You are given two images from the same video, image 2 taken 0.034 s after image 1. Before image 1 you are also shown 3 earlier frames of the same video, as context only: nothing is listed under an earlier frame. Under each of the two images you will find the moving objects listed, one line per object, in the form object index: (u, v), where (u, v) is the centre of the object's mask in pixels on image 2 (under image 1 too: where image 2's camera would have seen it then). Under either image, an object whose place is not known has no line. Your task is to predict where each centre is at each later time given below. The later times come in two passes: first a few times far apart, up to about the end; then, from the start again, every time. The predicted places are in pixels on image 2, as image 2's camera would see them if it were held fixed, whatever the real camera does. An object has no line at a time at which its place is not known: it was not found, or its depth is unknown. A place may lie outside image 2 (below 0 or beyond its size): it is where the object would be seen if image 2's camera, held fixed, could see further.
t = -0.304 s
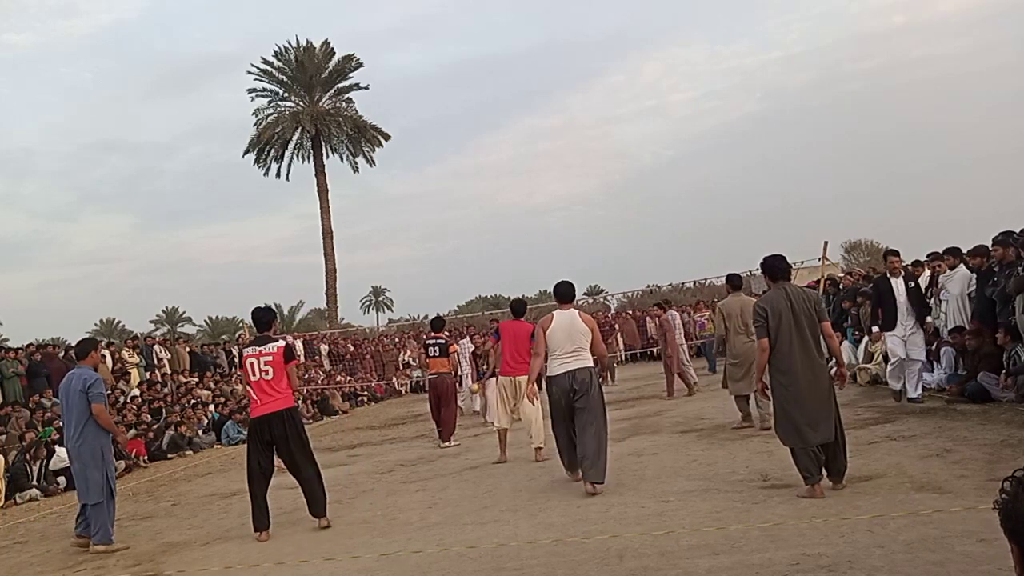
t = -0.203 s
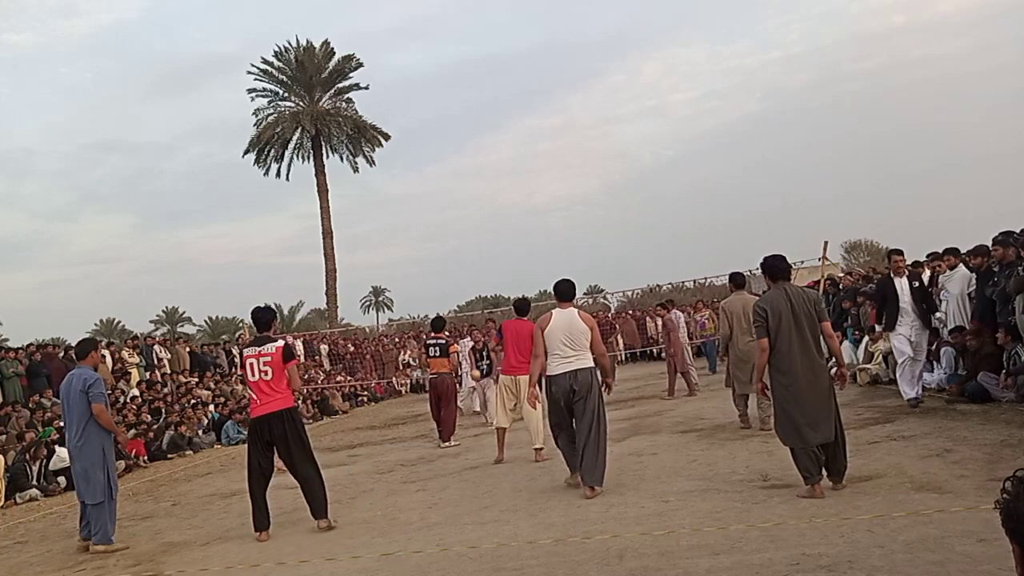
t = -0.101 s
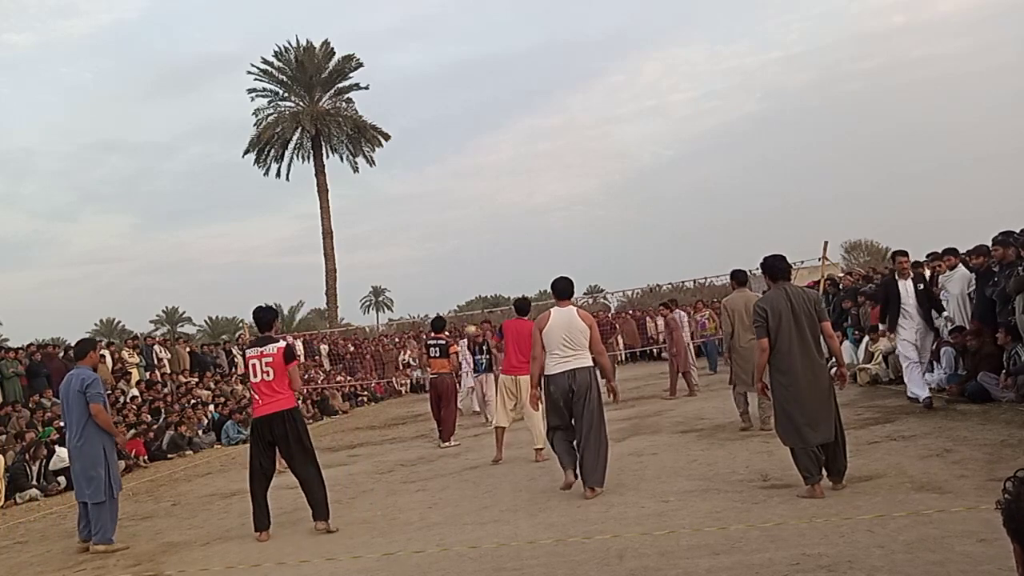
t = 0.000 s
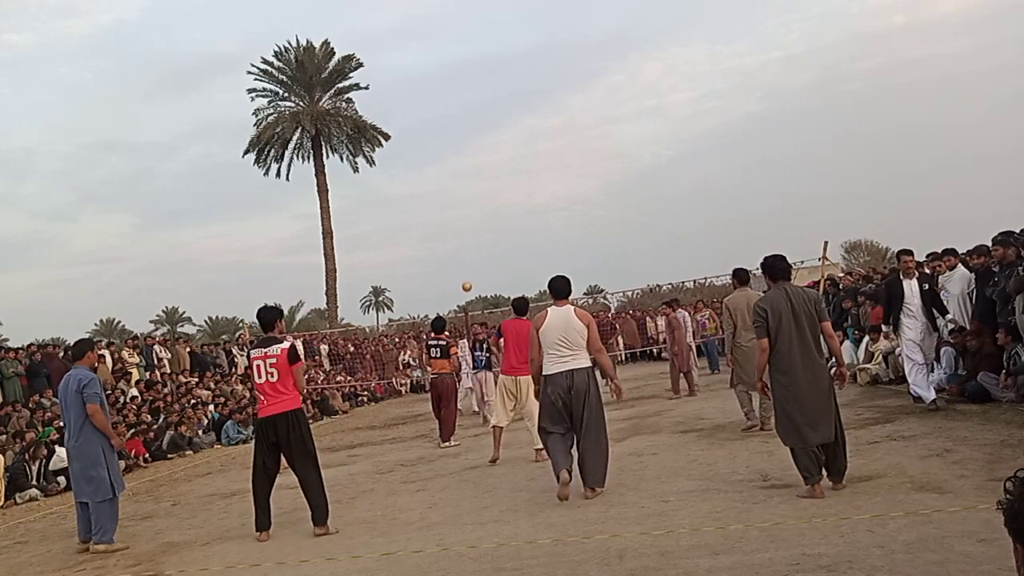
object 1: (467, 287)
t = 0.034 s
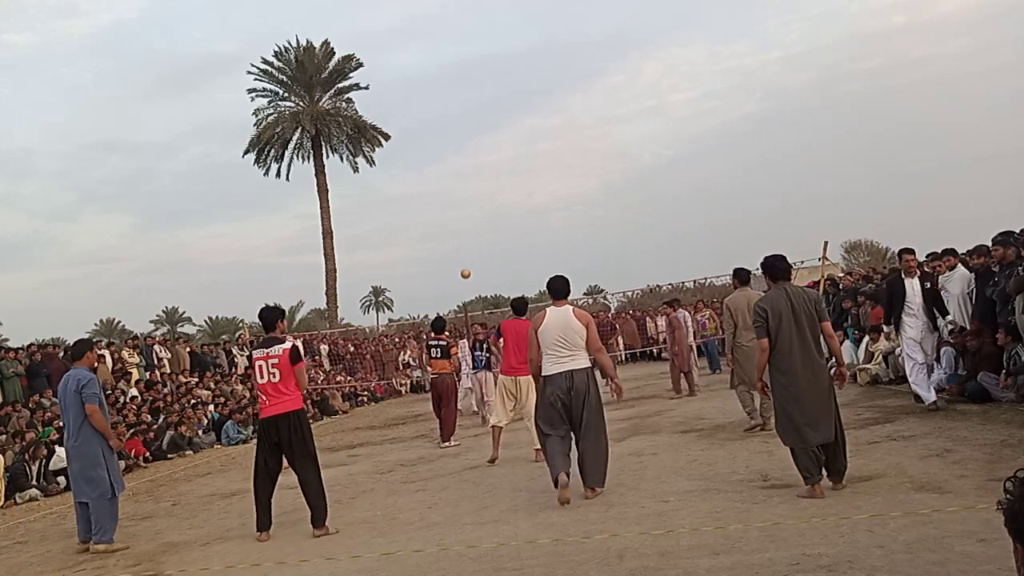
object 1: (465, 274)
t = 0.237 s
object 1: (460, 212)
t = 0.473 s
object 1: (458, 174)
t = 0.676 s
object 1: (459, 168)
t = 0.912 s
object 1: (465, 193)
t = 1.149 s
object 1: (476, 254)
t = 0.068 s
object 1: (464, 262)
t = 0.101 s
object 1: (463, 250)
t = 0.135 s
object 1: (462, 240)
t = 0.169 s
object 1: (461, 230)
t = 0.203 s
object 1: (460, 221)
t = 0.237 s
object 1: (460, 212)
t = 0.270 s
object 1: (459, 205)
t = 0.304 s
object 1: (458, 198)
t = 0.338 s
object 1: (458, 192)
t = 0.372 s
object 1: (458, 186)
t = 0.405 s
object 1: (458, 181)
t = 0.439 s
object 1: (458, 177)
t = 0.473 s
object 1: (458, 174)
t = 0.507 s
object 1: (458, 171)
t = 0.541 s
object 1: (458, 169)
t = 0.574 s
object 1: (458, 168)
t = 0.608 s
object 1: (458, 167)
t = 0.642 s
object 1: (458, 167)
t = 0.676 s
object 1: (459, 168)
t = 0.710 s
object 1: (460, 169)
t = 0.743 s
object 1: (460, 172)
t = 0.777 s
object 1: (461, 175)
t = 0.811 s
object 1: (462, 178)
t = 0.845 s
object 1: (463, 183)
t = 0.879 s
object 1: (464, 188)
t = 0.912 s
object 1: (465, 193)
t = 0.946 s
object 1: (467, 200)
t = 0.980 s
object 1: (468, 207)
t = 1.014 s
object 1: (469, 215)
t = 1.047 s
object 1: (471, 224)
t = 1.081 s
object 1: (472, 233)
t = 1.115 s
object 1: (474, 243)
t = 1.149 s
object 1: (476, 254)
